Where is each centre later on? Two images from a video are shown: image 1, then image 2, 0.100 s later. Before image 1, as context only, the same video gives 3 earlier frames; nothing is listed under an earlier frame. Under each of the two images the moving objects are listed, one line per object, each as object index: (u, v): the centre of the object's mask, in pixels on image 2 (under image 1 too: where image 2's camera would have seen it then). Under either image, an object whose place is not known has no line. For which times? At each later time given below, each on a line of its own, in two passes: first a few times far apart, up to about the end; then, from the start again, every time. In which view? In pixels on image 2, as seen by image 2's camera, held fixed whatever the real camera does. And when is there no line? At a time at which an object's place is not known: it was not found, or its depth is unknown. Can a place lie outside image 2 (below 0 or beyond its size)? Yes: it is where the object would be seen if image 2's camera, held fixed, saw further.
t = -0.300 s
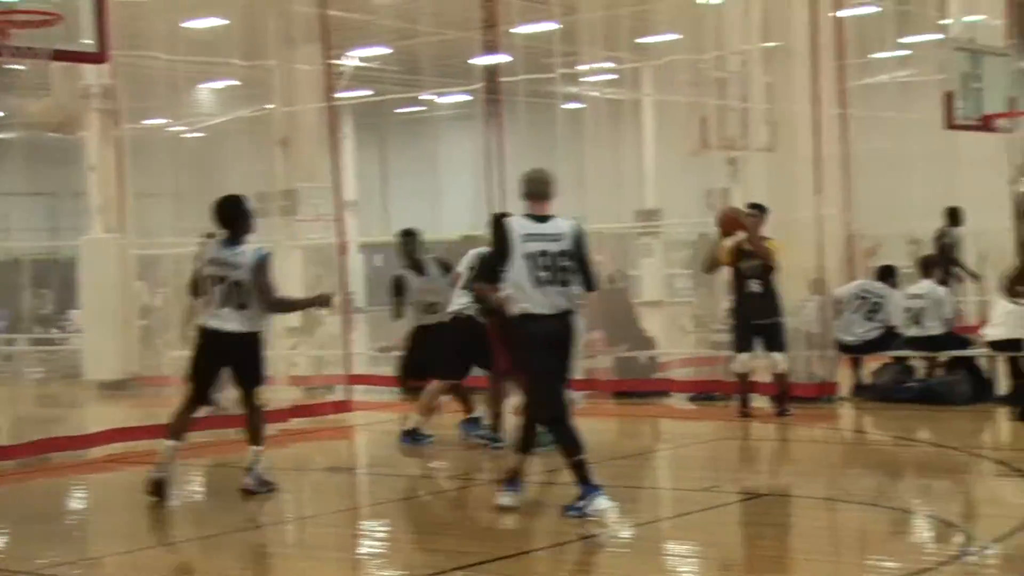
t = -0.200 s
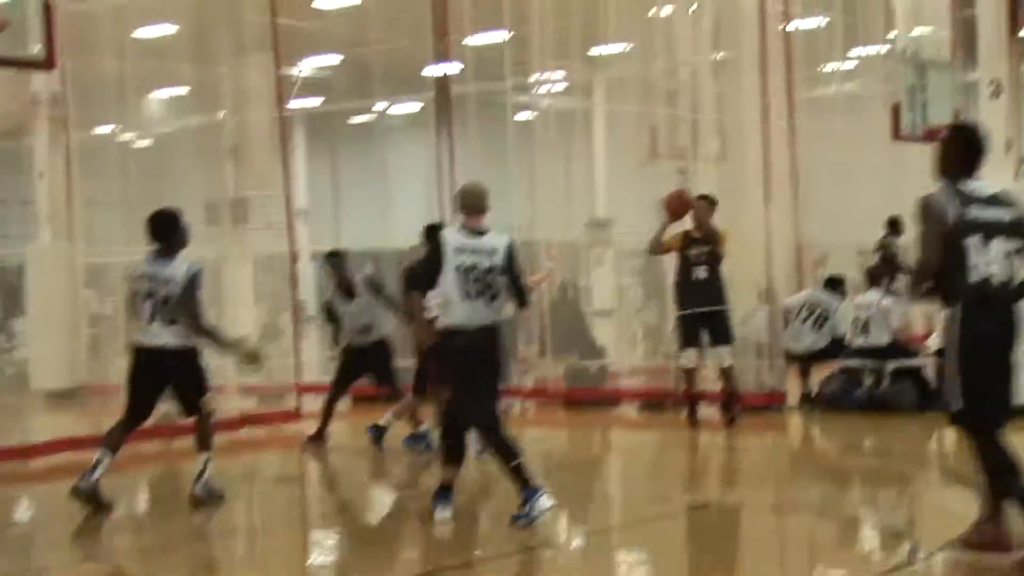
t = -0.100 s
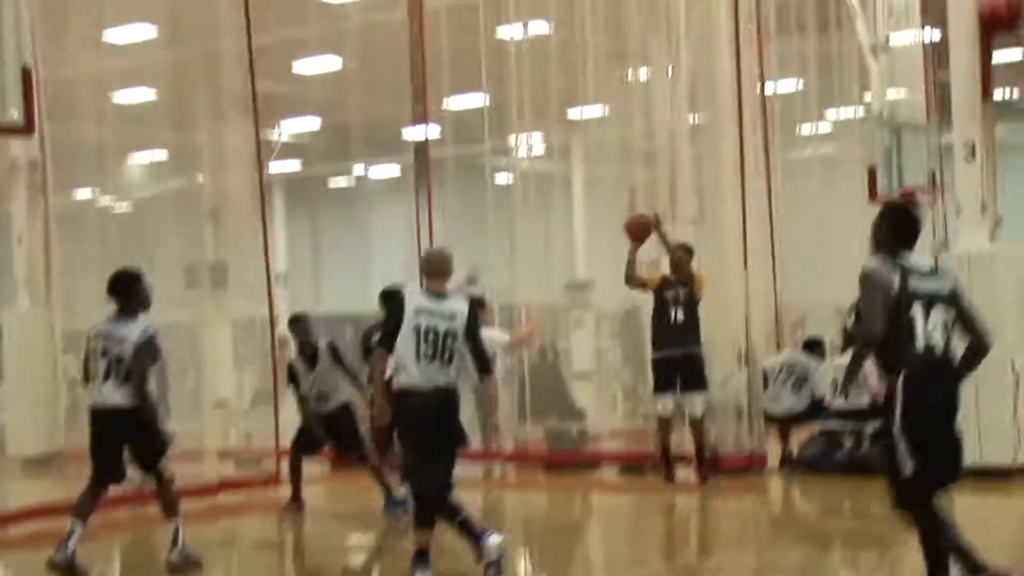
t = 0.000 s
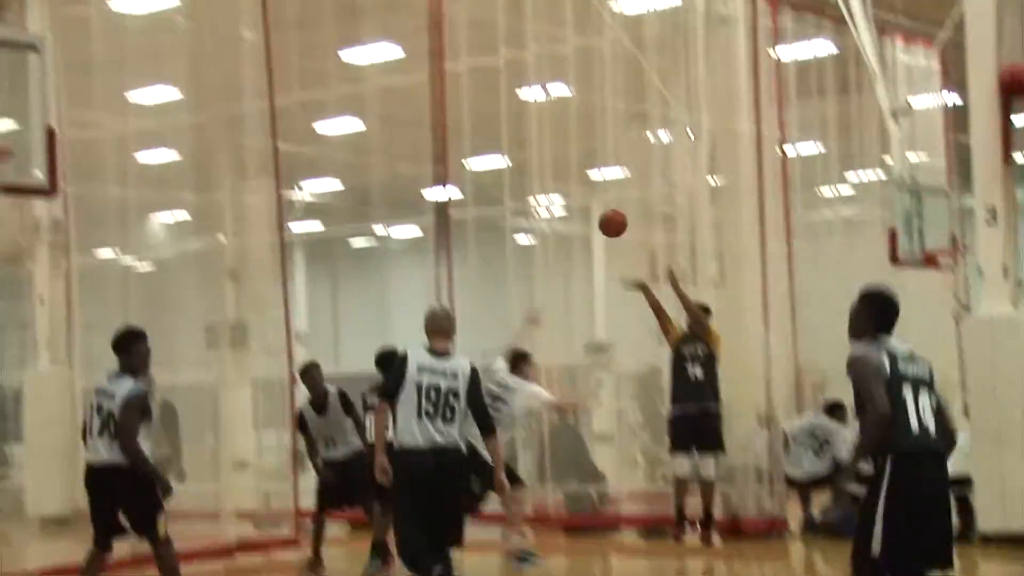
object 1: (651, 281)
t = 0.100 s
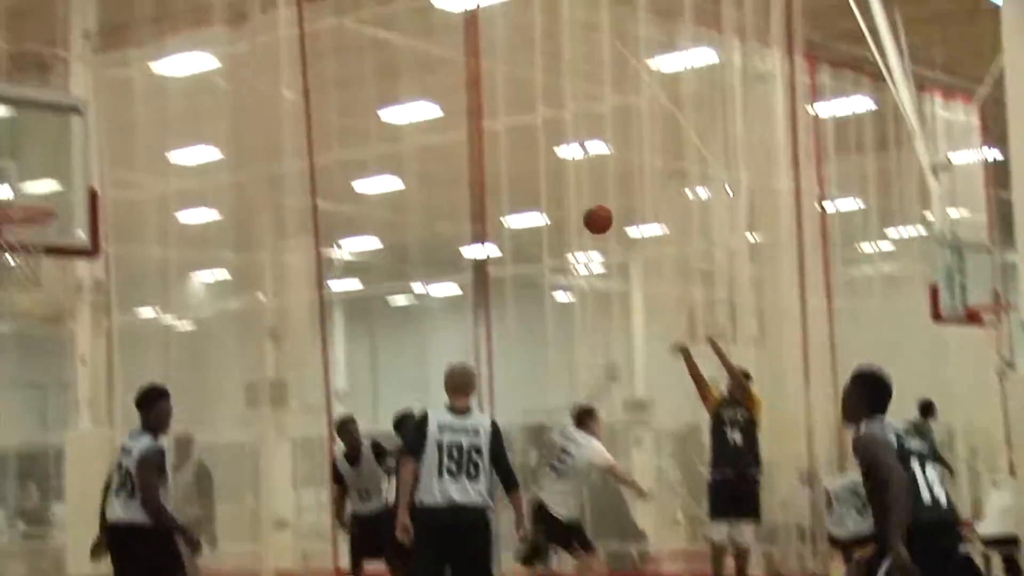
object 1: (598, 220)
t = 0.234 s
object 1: (524, 154)
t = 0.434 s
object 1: (408, 90)
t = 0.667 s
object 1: (264, 77)
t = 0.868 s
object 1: (128, 126)
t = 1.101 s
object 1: (-1, 245)
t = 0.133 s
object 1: (580, 202)
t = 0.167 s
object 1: (561, 185)
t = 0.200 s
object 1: (542, 169)
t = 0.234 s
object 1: (524, 154)
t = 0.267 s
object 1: (505, 140)
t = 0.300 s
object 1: (486, 129)
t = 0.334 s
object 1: (467, 117)
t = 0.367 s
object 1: (448, 107)
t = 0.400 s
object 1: (428, 97)
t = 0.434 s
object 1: (408, 90)
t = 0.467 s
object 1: (389, 84)
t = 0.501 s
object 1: (368, 80)
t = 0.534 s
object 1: (348, 77)
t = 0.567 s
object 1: (328, 75)
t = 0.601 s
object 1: (307, 74)
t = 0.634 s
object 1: (285, 75)
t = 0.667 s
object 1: (264, 77)
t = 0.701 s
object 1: (242, 81)
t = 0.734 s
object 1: (219, 86)
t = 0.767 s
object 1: (197, 93)
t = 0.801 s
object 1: (174, 102)
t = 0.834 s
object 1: (151, 114)
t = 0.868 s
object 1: (128, 126)
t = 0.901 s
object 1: (103, 140)
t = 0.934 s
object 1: (78, 157)
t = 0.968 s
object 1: (54, 175)
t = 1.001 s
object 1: (28, 196)
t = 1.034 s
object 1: (8, 216)
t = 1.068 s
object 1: (1, 233)
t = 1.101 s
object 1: (-1, 245)
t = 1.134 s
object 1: (0, 247)
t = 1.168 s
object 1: (5, 254)
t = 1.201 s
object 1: (14, 260)
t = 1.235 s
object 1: (20, 264)
